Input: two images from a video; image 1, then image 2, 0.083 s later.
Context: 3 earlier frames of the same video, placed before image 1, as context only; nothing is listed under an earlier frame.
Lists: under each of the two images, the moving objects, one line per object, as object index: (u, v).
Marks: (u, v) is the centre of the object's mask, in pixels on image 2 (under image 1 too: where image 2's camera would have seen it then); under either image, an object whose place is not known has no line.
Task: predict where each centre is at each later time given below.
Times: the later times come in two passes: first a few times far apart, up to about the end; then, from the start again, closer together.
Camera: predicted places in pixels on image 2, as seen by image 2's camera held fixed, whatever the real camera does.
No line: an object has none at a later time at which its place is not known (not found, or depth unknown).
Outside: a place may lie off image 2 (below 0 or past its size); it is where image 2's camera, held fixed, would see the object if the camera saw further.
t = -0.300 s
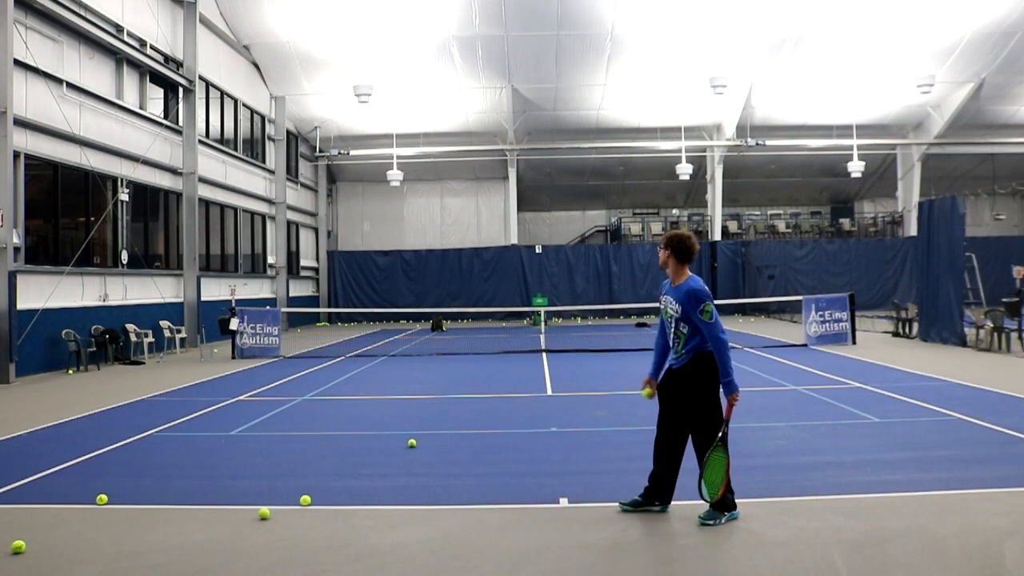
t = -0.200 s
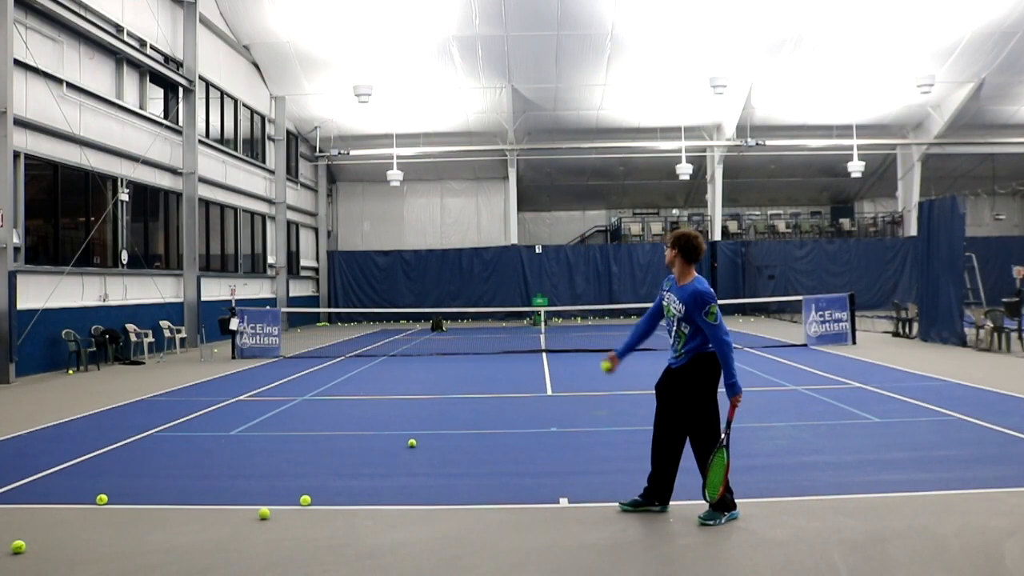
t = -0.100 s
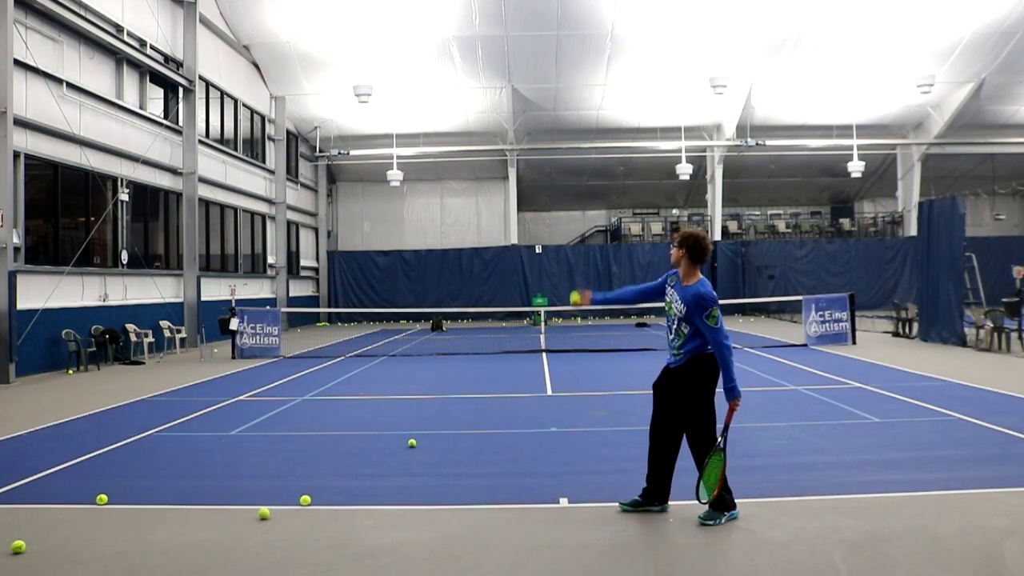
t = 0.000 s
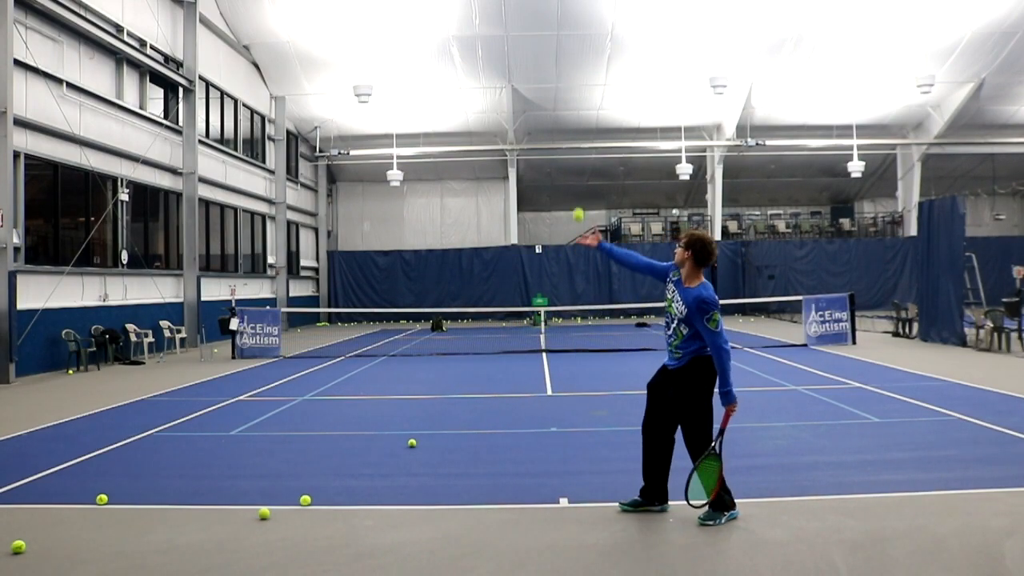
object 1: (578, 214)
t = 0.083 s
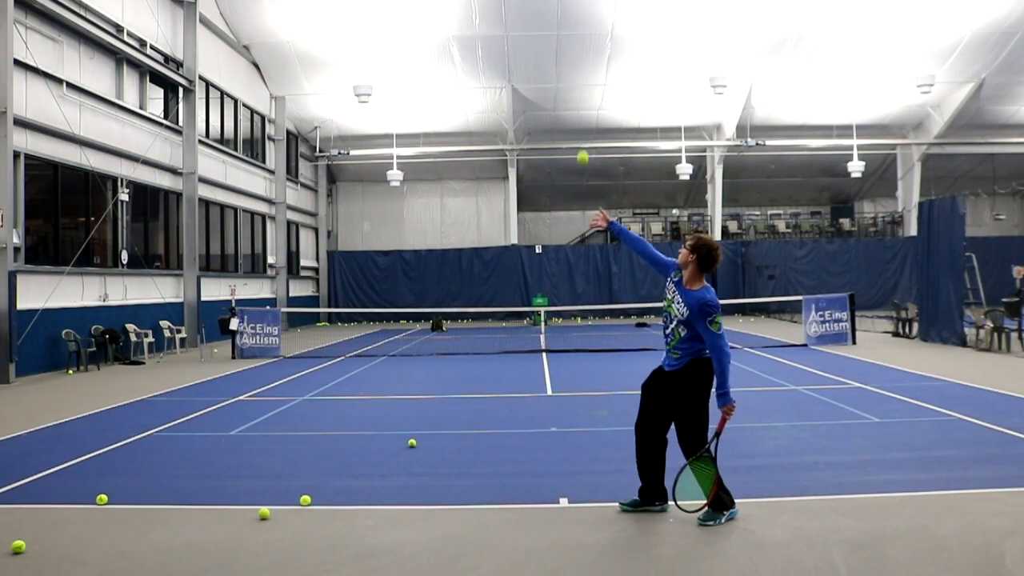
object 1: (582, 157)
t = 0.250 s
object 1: (592, 75)
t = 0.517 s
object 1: (609, 29)
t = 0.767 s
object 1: (628, 78)
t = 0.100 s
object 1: (583, 146)
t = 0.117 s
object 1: (584, 136)
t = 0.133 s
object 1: (585, 127)
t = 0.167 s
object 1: (587, 111)
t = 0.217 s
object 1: (590, 88)
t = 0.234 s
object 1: (591, 81)
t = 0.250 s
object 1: (592, 75)
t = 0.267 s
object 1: (593, 68)
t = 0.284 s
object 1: (594, 63)
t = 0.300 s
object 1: (595, 58)
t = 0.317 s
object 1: (596, 53)
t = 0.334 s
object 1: (597, 48)
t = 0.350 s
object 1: (598, 45)
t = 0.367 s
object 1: (600, 41)
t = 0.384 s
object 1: (601, 38)
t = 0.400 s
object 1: (602, 35)
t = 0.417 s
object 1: (603, 33)
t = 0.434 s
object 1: (604, 32)
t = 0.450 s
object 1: (605, 31)
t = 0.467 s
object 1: (606, 29)
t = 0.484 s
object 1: (607, 29)
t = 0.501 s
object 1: (608, 28)
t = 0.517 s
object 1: (609, 29)
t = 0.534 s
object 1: (611, 29)
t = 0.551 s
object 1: (612, 30)
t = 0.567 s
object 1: (613, 31)
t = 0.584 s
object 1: (614, 33)
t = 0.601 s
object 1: (615, 35)
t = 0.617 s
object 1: (617, 37)
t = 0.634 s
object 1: (618, 40)
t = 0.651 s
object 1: (619, 44)
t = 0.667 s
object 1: (620, 47)
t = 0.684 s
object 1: (622, 51)
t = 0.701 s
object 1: (623, 56)
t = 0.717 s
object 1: (624, 61)
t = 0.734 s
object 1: (625, 66)
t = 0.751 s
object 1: (627, 72)
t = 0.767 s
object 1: (628, 78)
